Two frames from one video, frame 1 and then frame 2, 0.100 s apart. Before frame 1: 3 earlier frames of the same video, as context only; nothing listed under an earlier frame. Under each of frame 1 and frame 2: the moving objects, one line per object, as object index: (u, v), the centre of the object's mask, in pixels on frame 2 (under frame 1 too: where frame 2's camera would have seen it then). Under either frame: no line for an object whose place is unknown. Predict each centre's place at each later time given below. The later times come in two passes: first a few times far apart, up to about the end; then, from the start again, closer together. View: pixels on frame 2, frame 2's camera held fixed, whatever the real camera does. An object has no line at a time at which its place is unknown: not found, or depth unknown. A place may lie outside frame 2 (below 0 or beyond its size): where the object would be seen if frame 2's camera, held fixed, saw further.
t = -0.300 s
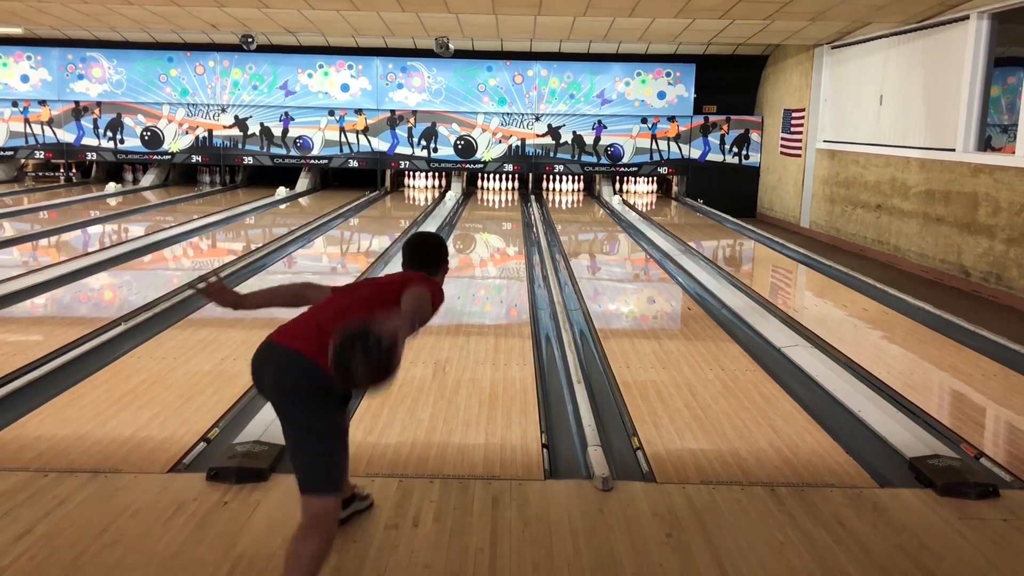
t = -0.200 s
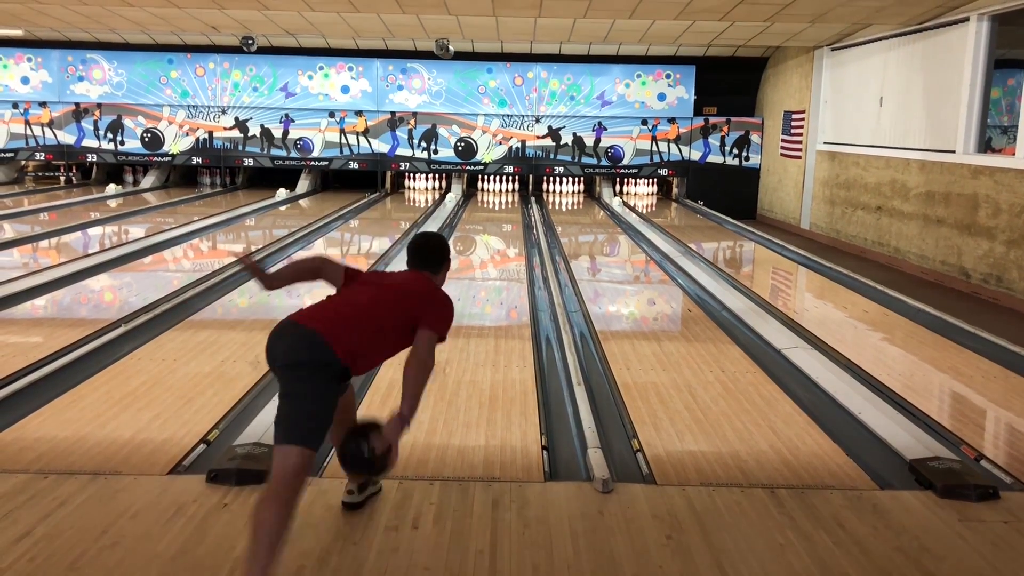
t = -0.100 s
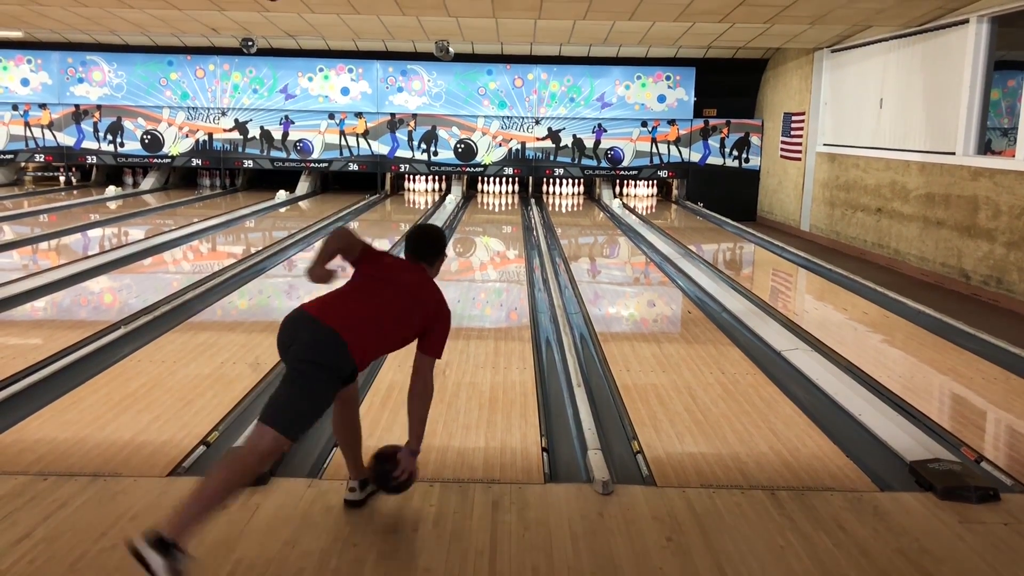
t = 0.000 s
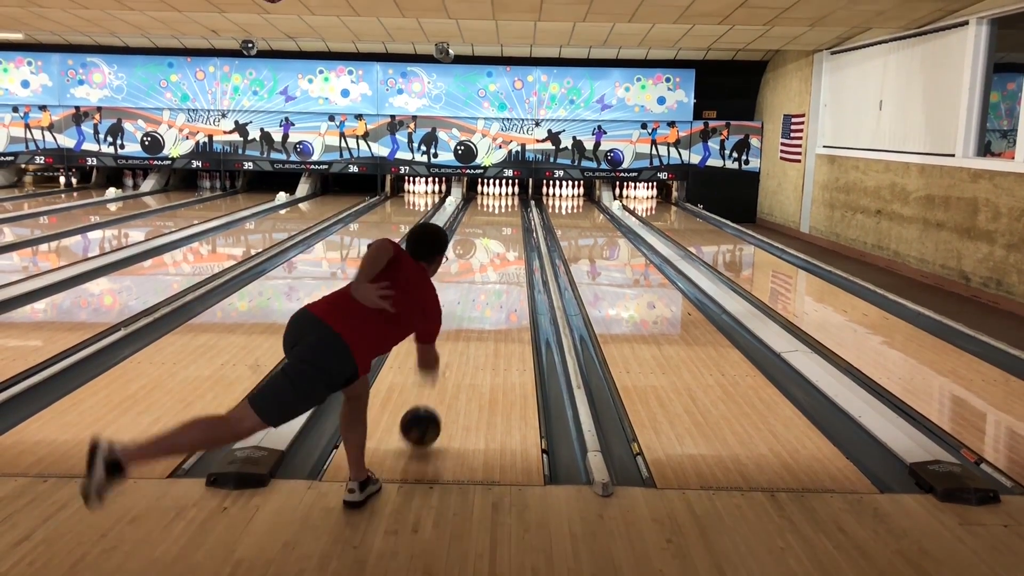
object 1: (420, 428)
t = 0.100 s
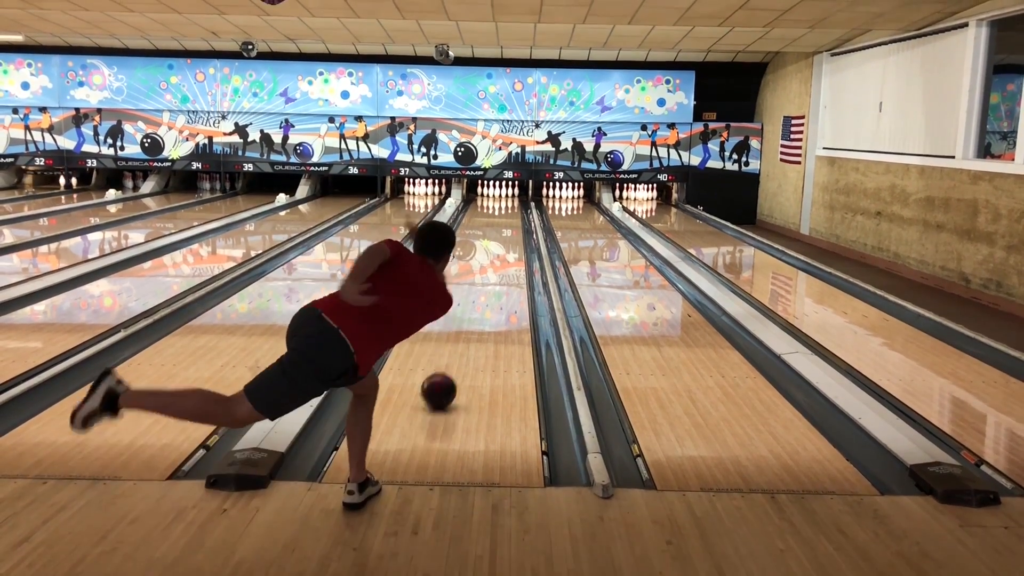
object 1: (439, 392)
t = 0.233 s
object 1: (456, 350)
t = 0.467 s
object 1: (481, 303)
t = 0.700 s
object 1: (489, 273)
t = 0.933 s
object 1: (497, 252)
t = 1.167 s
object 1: (504, 234)
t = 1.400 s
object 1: (510, 219)
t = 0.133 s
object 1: (444, 380)
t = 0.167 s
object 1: (448, 370)
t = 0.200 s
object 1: (452, 360)
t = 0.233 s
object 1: (456, 350)
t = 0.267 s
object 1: (460, 342)
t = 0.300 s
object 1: (463, 335)
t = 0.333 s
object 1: (466, 327)
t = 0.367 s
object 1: (469, 321)
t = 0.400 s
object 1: (472, 315)
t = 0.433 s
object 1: (474, 310)
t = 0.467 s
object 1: (481, 303)
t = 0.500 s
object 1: (479, 298)
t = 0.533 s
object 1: (481, 293)
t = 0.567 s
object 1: (483, 289)
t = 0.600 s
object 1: (484, 285)
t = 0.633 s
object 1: (486, 280)
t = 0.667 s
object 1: (488, 276)
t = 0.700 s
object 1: (489, 273)
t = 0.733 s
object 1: (491, 269)
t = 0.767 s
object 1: (492, 266)
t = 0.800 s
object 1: (493, 263)
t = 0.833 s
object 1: (494, 260)
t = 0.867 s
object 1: (495, 257)
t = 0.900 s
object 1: (496, 254)
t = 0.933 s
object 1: (497, 252)
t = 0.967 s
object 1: (498, 249)
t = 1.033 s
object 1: (500, 244)
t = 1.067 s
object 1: (501, 242)
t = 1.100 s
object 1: (502, 239)
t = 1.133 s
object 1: (503, 236)
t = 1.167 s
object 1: (504, 234)
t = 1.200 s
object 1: (505, 232)
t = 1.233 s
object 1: (506, 229)
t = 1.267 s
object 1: (506, 227)
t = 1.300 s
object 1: (508, 225)
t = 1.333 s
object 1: (508, 223)
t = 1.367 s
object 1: (509, 221)
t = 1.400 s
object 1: (510, 219)
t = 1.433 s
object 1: (510, 217)
